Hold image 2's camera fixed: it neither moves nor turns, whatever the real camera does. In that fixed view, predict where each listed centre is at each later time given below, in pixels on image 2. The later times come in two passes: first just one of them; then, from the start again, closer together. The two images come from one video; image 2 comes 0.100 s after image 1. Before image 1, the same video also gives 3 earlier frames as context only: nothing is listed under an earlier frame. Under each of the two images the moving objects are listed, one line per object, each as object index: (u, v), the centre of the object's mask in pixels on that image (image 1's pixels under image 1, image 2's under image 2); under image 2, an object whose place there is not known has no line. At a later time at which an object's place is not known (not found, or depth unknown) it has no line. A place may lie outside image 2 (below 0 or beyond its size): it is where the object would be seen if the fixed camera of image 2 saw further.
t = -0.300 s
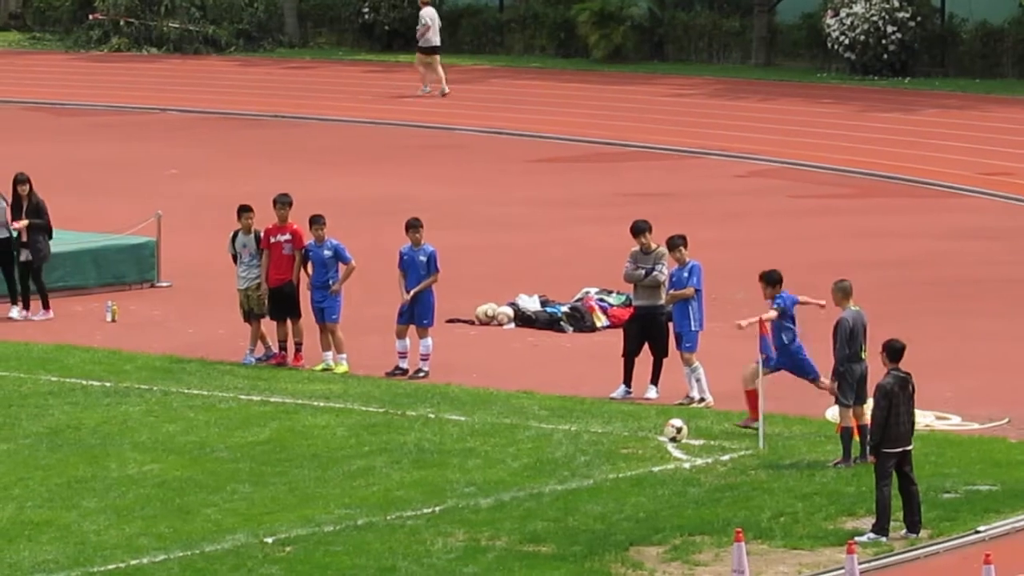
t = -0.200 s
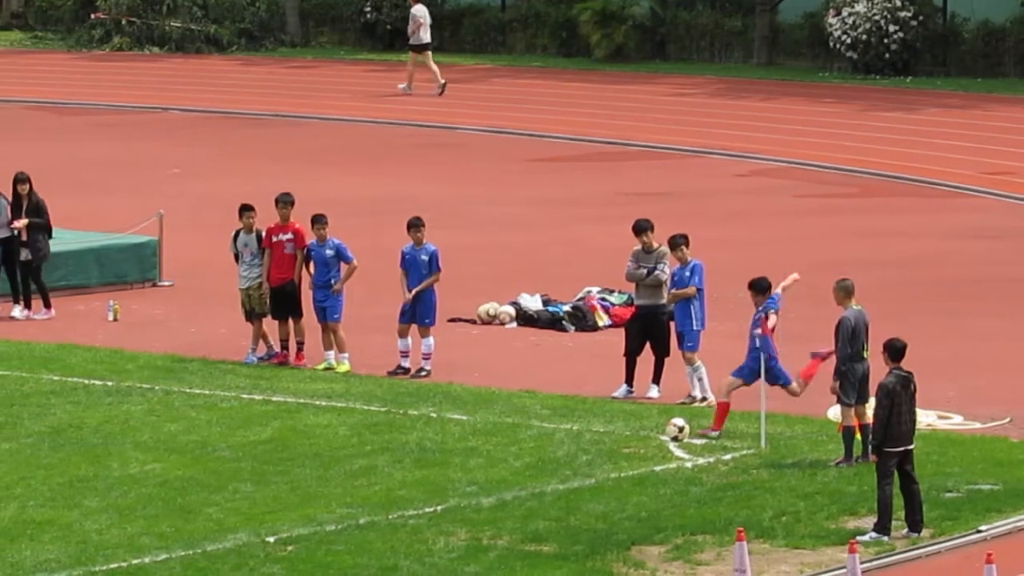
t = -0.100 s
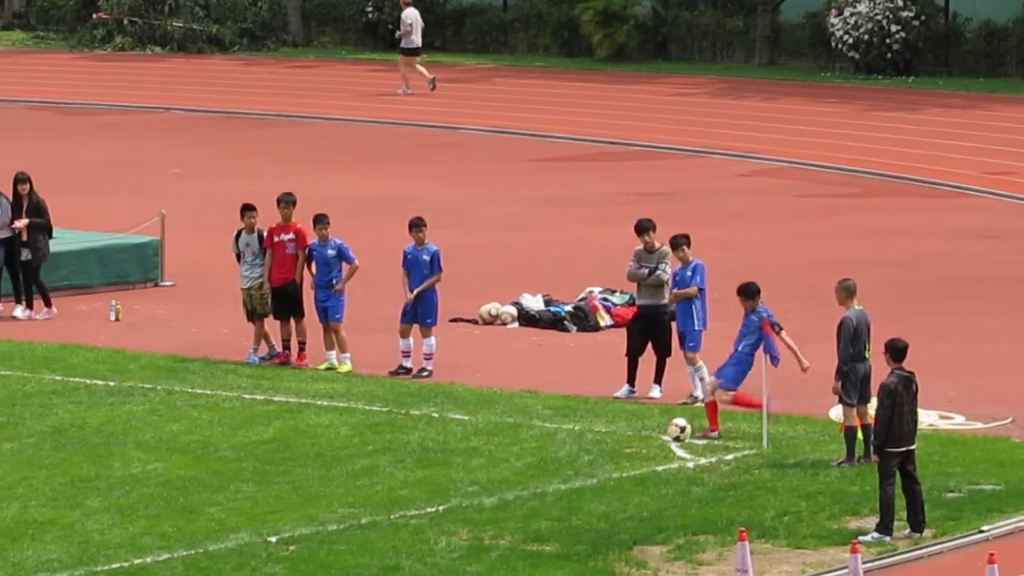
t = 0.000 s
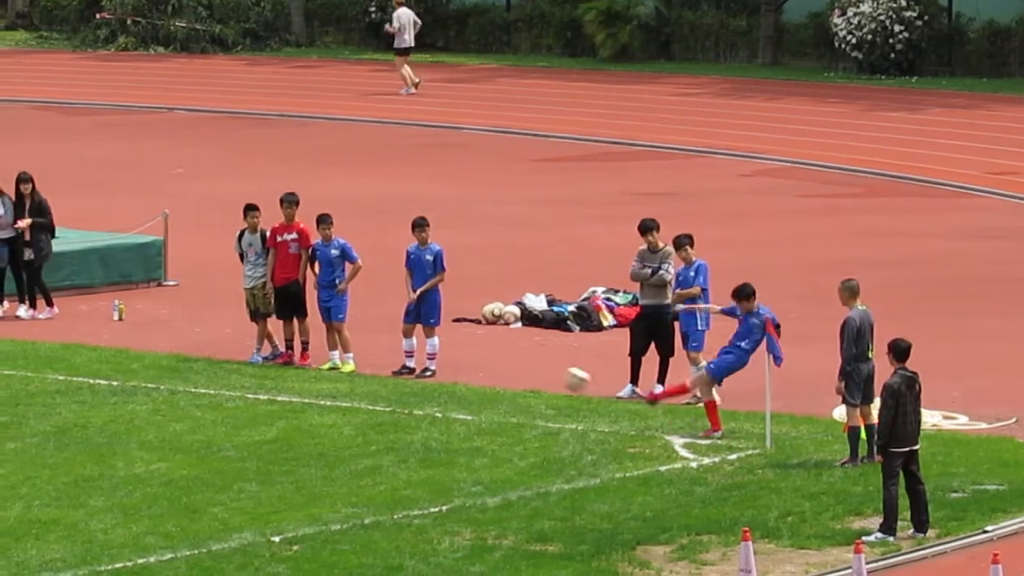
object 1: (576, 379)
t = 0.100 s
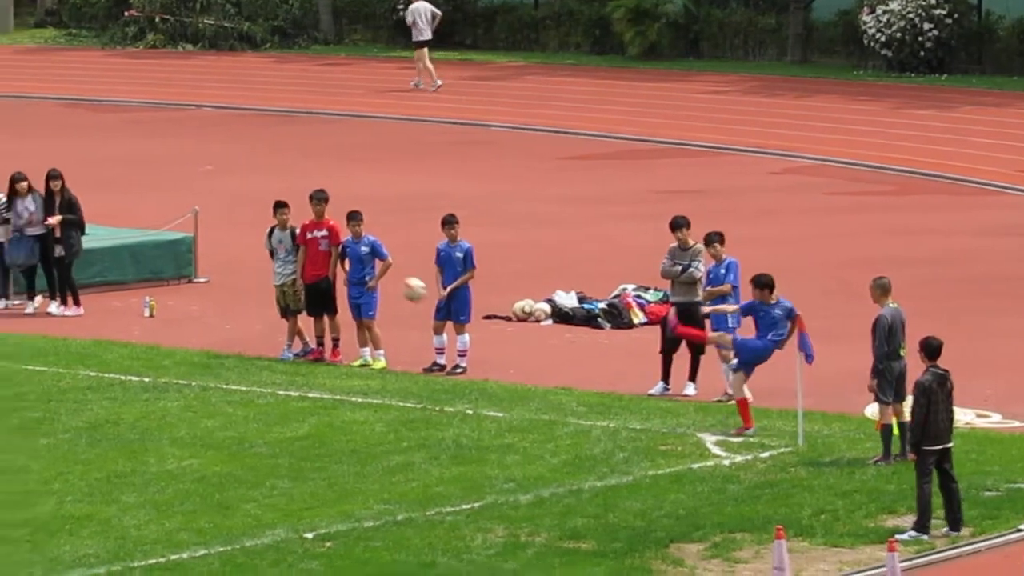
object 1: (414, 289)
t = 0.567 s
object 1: (-351, -4)
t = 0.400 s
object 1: (-85, 82)
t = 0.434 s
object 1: (-142, 65)
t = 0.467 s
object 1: (-196, 46)
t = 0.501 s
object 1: (-251, 28)
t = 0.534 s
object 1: (-303, 12)
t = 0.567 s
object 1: (-351, -4)
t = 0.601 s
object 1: (-399, -18)
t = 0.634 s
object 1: (-447, -34)
